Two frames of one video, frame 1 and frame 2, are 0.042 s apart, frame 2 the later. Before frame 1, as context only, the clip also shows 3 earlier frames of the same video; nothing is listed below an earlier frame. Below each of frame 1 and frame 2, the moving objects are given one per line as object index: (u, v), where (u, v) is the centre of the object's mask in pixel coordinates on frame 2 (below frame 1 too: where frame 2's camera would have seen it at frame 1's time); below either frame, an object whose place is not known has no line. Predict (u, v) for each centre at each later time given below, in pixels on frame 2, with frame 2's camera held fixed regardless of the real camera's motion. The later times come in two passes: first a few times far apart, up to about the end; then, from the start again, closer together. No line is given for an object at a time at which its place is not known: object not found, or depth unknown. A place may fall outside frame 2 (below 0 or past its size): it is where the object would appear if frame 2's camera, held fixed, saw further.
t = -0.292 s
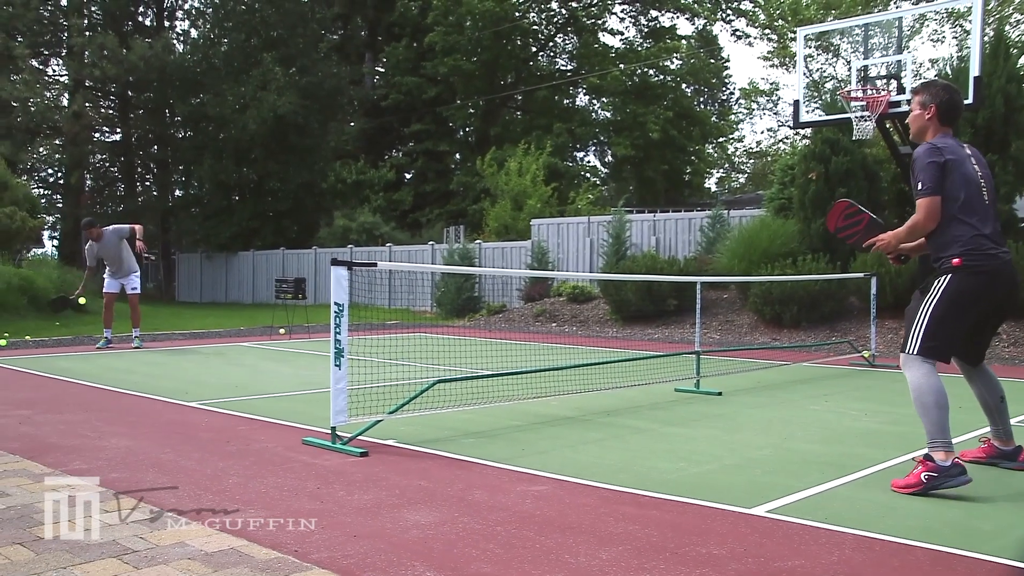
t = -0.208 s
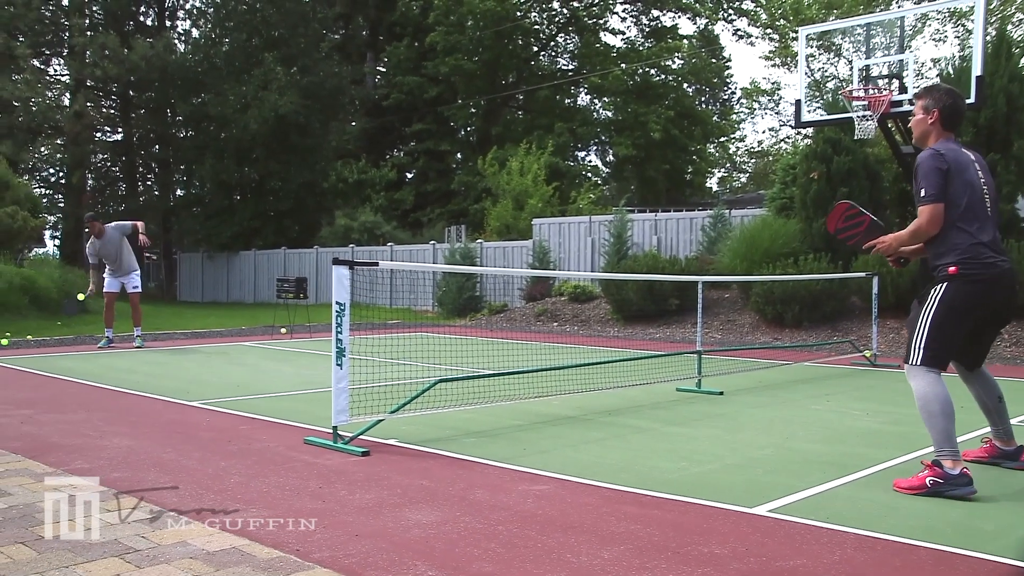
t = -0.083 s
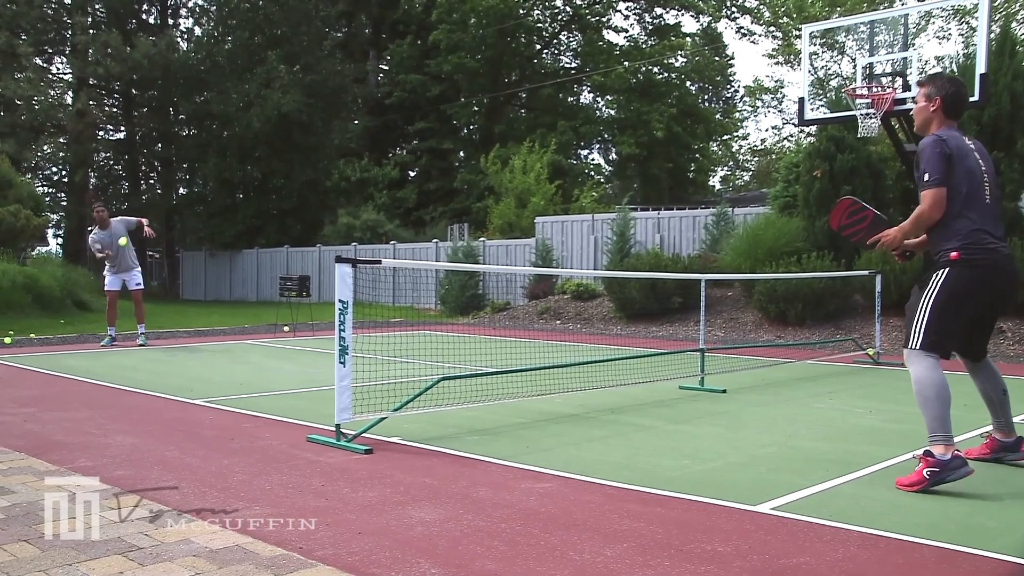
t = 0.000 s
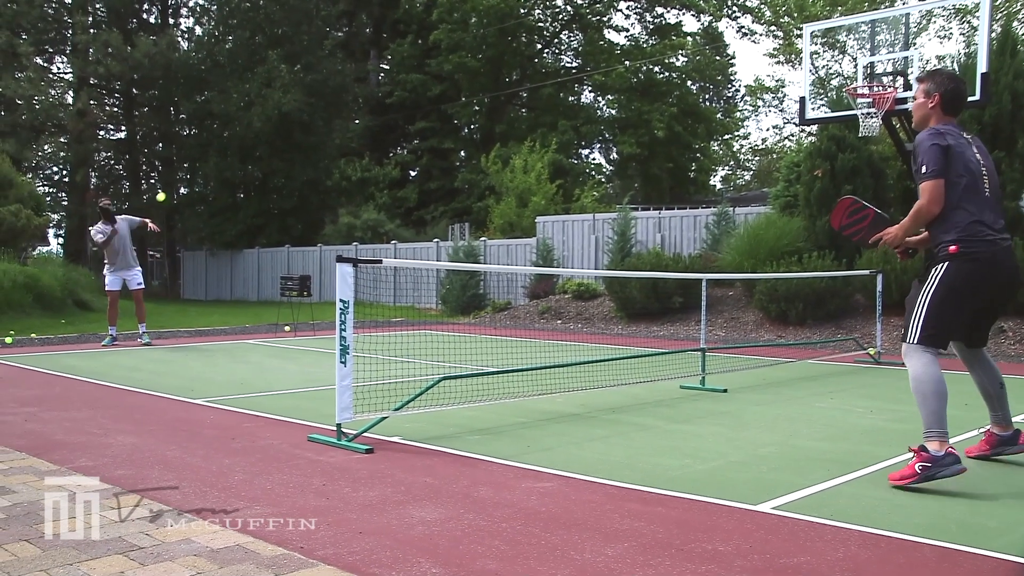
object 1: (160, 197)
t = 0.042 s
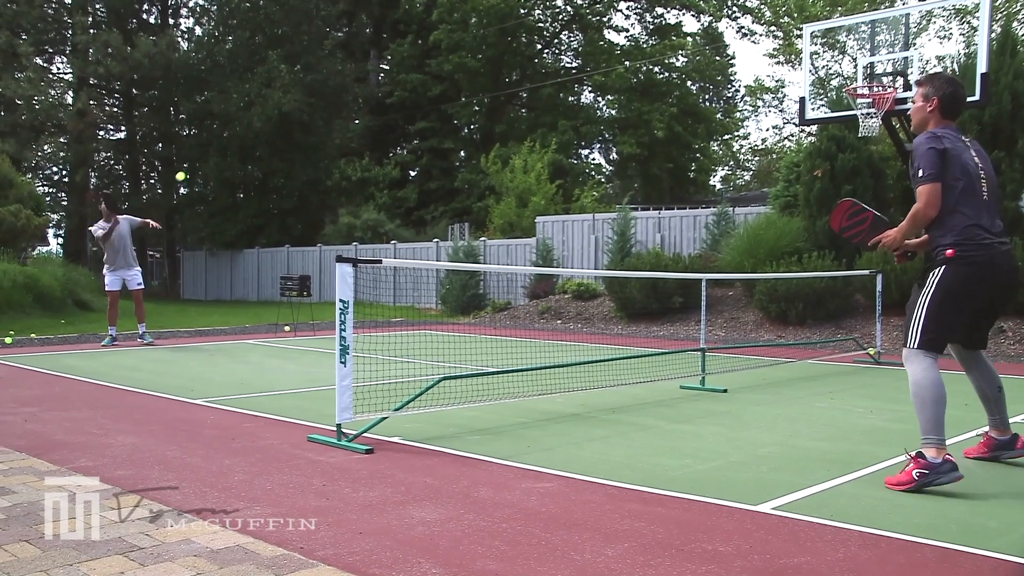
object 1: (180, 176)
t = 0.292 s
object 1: (319, 77)
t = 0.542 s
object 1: (504, 39)
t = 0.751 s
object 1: (714, 84)
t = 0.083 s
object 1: (201, 157)
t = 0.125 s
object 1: (222, 138)
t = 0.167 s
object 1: (245, 121)
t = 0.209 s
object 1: (268, 105)
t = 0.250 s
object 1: (293, 90)
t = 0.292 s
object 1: (319, 77)
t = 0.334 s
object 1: (346, 65)
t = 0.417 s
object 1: (404, 48)
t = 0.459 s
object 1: (436, 42)
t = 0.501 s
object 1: (469, 39)
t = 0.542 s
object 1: (504, 39)
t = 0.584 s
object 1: (541, 41)
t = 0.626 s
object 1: (581, 46)
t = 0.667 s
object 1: (623, 55)
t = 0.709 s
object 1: (666, 67)
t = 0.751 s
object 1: (714, 84)
